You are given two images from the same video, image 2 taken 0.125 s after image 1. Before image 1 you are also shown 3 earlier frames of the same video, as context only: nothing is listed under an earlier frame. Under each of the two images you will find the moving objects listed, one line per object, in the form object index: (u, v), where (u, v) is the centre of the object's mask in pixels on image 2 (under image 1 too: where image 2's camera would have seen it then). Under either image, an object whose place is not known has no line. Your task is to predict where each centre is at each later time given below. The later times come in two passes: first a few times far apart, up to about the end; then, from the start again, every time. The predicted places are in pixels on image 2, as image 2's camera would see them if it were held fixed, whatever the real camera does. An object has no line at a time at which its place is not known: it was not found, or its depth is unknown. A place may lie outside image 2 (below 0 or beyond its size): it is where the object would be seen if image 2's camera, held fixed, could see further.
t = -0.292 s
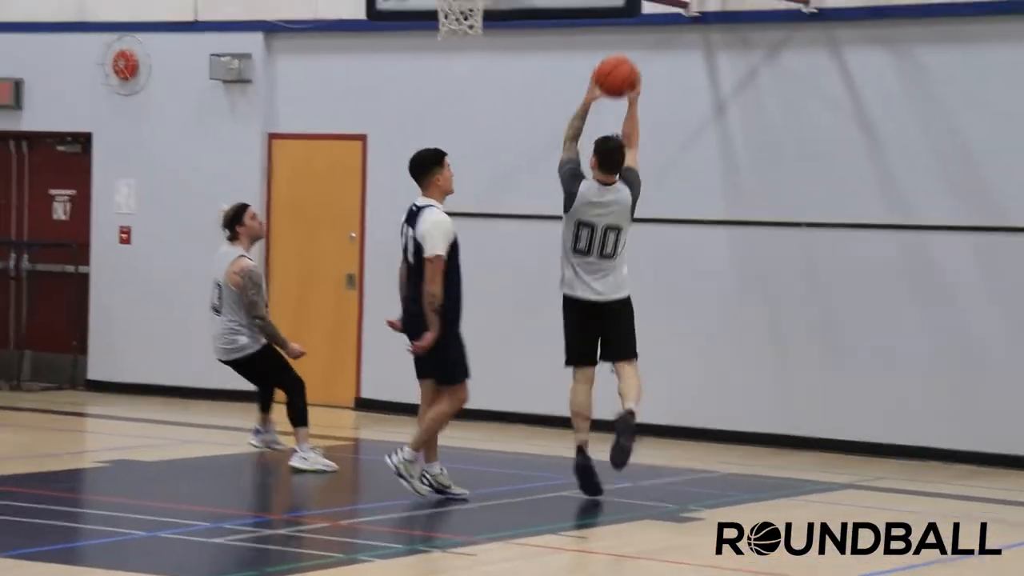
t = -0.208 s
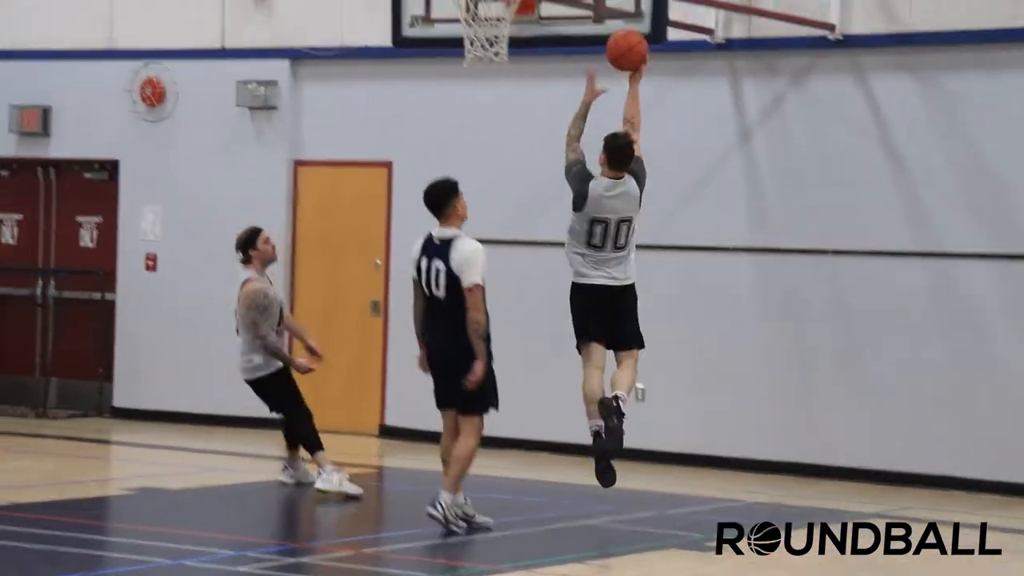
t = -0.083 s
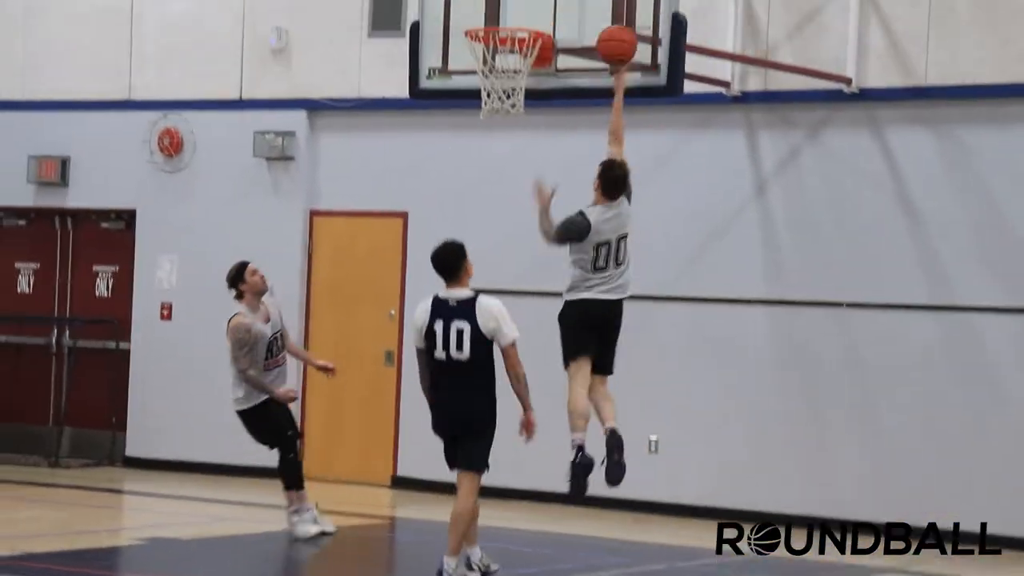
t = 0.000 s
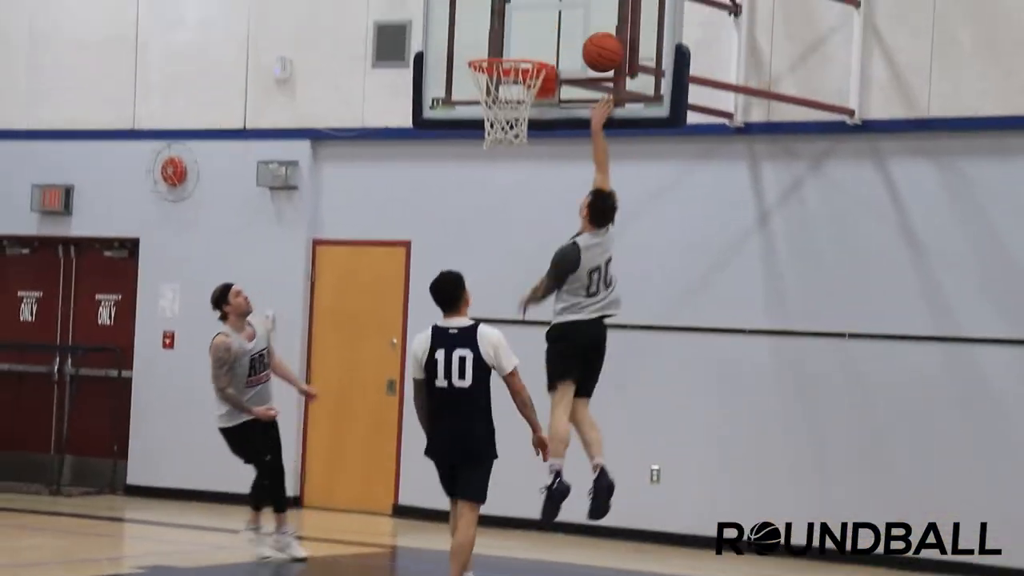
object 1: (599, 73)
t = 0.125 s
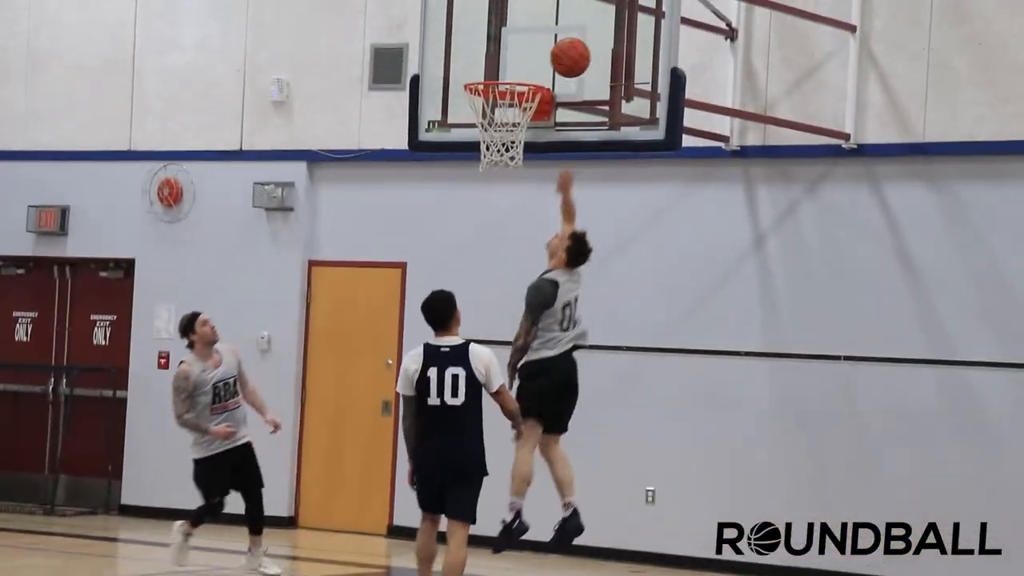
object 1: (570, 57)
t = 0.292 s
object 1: (535, 62)
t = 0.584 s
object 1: (504, 104)
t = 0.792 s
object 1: (487, 196)
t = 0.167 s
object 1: (560, 57)
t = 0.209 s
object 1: (550, 60)
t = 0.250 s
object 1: (540, 65)
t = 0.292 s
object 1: (535, 62)
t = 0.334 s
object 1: (531, 60)
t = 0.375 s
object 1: (527, 61)
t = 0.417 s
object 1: (522, 64)
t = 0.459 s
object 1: (518, 68)
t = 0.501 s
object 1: (513, 72)
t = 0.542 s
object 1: (509, 78)
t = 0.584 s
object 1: (504, 104)
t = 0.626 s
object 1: (498, 120)
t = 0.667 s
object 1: (493, 138)
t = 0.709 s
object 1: (491, 155)
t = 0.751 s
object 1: (489, 175)
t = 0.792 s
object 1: (487, 196)
